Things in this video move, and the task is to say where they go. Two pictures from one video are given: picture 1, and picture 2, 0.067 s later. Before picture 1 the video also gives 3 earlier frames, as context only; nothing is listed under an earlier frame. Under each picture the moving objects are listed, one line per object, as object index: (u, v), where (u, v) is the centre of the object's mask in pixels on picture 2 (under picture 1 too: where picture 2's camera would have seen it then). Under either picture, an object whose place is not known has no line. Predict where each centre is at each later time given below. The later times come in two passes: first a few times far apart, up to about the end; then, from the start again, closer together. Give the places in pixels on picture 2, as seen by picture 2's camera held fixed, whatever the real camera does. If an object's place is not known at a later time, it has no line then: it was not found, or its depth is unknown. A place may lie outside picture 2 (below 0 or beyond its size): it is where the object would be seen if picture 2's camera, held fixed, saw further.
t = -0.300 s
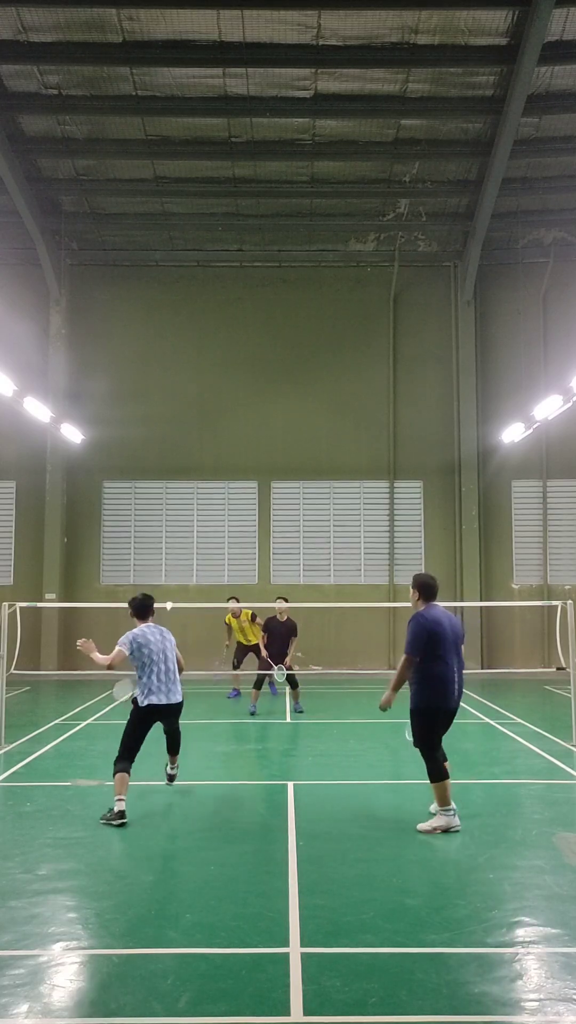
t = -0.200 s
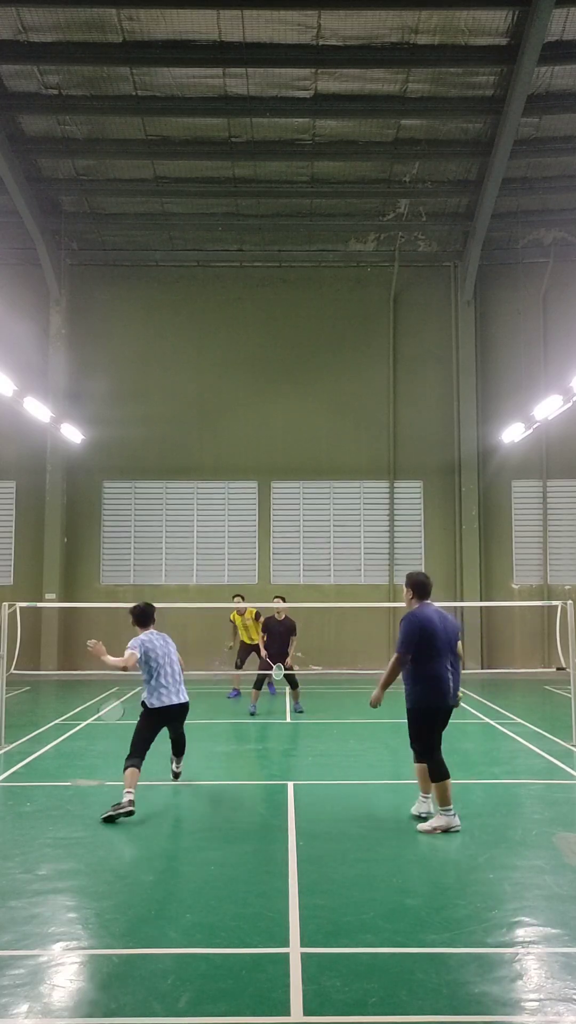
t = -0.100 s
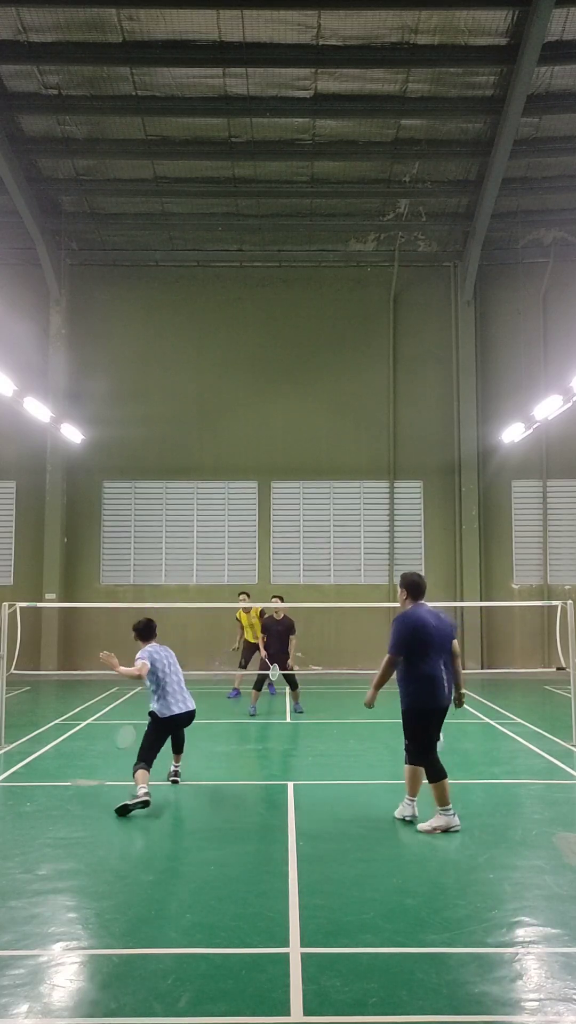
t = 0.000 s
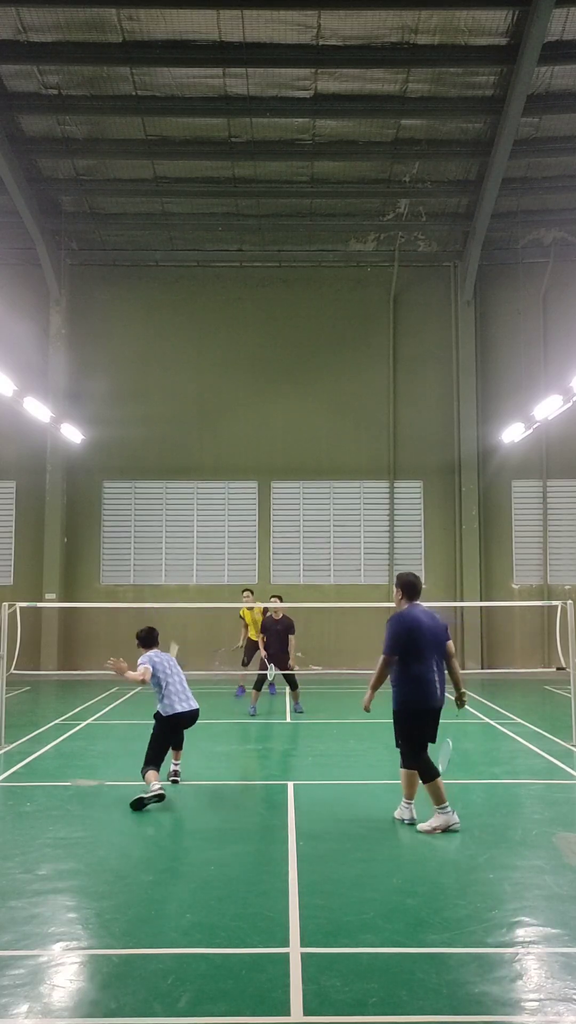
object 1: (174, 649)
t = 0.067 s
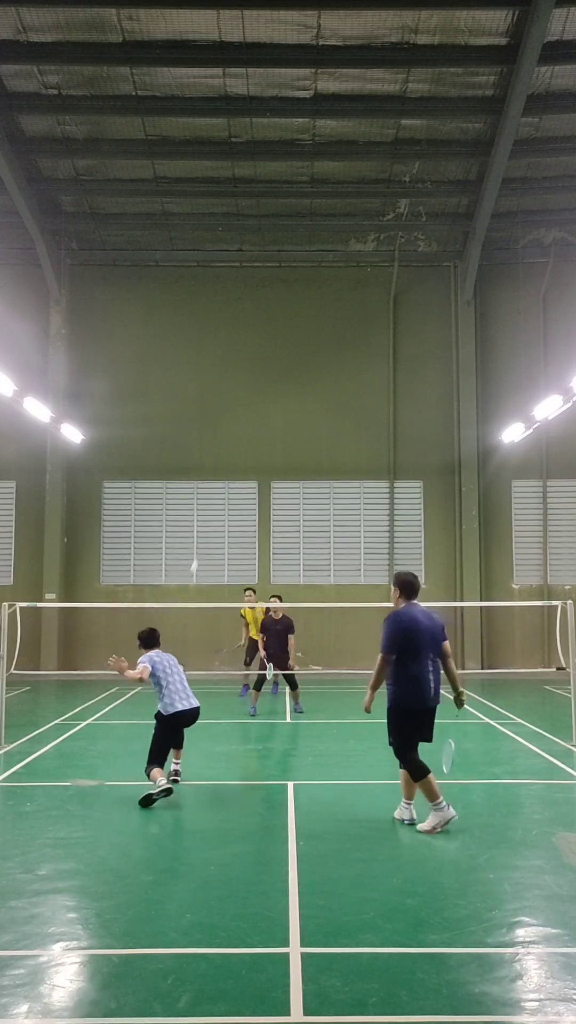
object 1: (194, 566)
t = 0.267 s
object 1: (232, 451)
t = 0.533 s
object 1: (257, 409)
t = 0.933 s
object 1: (282, 438)
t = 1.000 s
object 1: (286, 450)
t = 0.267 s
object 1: (232, 451)
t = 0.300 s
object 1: (236, 441)
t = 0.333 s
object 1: (239, 433)
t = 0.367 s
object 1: (243, 426)
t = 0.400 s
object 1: (246, 421)
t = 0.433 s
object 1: (249, 416)
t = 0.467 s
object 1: (252, 413)
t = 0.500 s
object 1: (254, 410)
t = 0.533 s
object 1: (257, 409)
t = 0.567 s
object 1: (259, 407)
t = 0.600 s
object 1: (261, 407)
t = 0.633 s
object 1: (264, 408)
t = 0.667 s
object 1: (266, 408)
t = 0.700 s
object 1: (268, 410)
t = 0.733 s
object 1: (270, 413)
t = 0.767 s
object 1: (272, 415)
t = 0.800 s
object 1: (274, 419)
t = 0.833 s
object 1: (277, 423)
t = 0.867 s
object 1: (278, 427)
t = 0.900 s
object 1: (280, 432)
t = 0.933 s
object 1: (282, 438)
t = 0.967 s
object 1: (284, 443)
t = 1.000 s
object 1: (286, 450)
